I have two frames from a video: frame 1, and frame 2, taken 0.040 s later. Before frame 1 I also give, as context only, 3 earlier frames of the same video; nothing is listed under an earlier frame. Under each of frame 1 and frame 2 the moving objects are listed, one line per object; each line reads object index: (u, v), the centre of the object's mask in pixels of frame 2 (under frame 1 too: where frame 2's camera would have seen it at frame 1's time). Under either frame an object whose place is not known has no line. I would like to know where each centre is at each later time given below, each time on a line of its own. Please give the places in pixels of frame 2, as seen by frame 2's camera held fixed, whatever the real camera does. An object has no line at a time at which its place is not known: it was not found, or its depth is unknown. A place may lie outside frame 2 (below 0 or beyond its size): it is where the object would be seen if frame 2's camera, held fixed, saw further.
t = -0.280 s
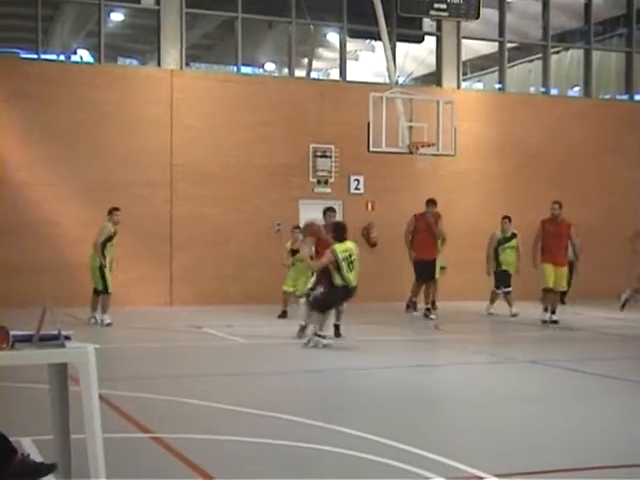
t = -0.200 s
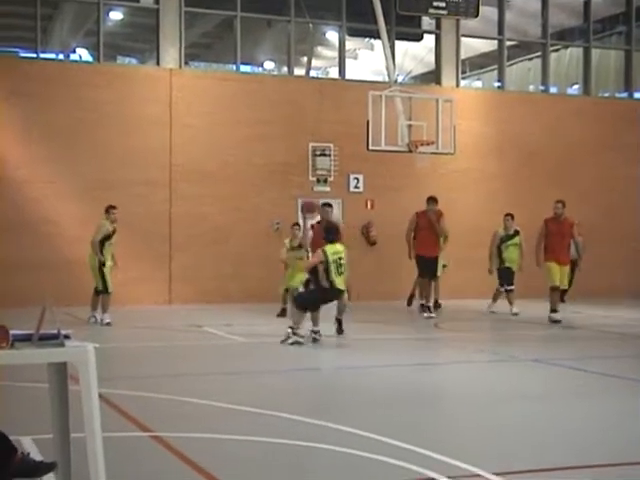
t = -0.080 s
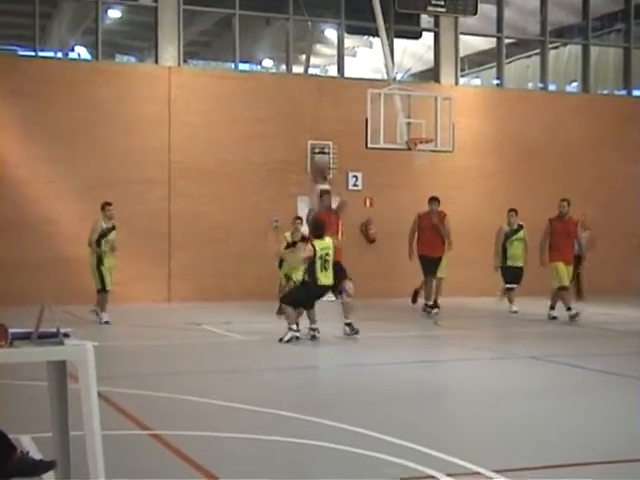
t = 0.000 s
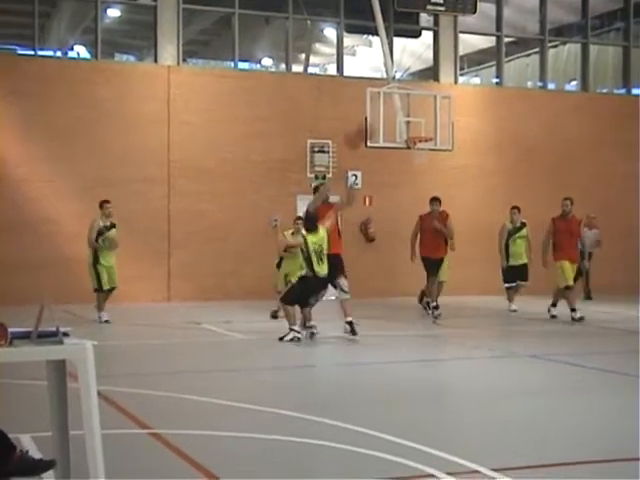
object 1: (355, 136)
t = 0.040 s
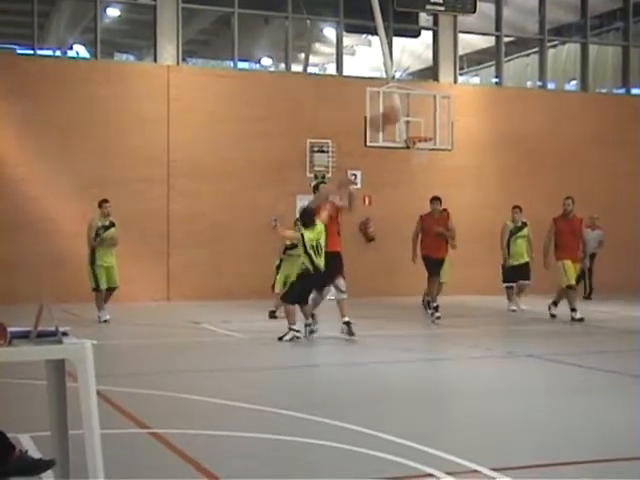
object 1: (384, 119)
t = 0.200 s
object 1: (504, 58)
